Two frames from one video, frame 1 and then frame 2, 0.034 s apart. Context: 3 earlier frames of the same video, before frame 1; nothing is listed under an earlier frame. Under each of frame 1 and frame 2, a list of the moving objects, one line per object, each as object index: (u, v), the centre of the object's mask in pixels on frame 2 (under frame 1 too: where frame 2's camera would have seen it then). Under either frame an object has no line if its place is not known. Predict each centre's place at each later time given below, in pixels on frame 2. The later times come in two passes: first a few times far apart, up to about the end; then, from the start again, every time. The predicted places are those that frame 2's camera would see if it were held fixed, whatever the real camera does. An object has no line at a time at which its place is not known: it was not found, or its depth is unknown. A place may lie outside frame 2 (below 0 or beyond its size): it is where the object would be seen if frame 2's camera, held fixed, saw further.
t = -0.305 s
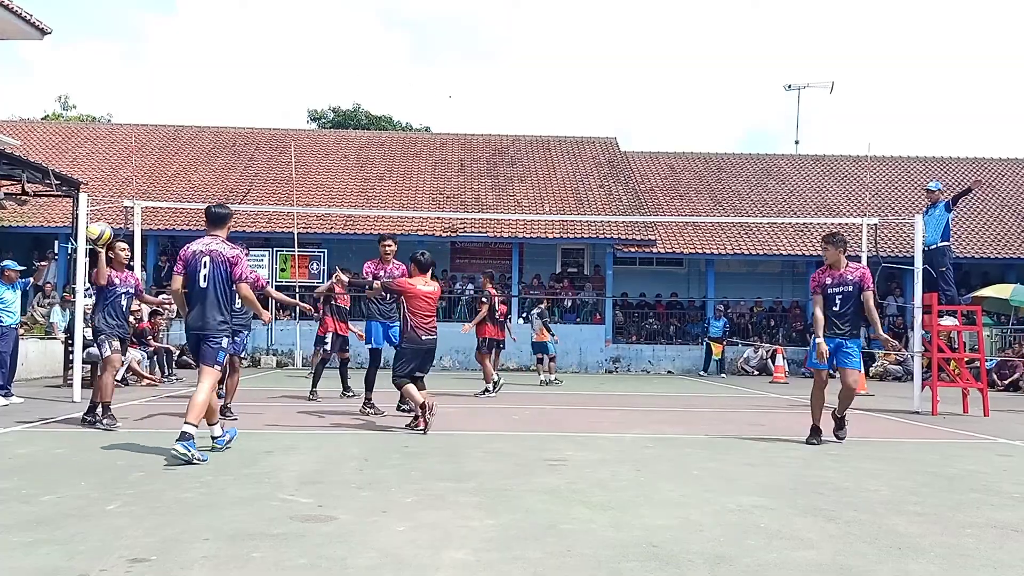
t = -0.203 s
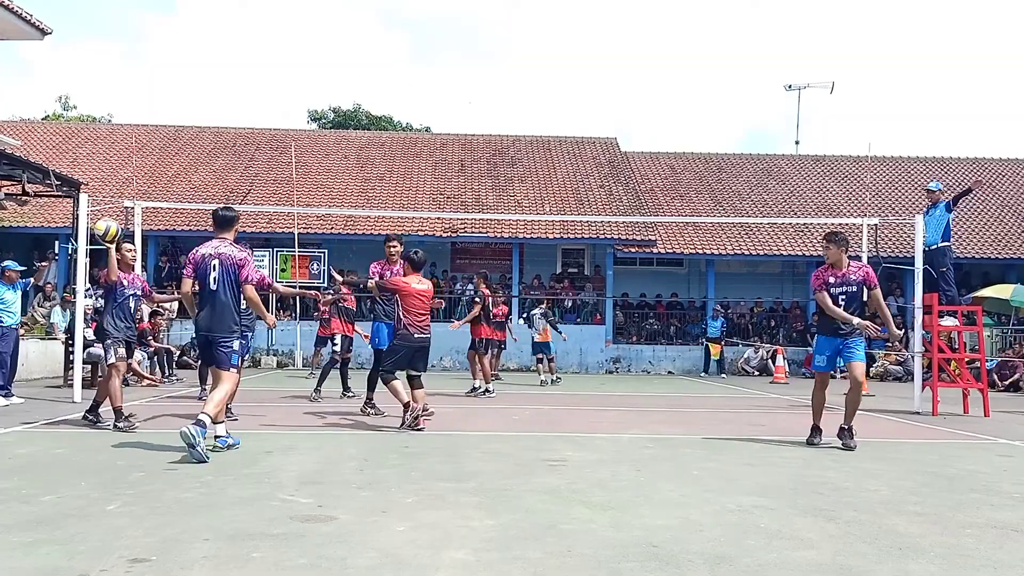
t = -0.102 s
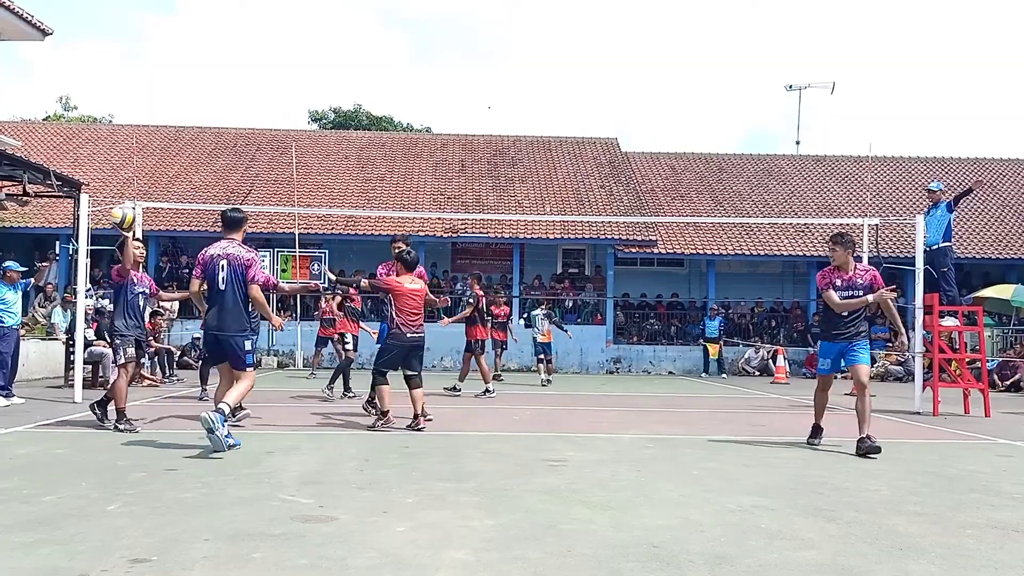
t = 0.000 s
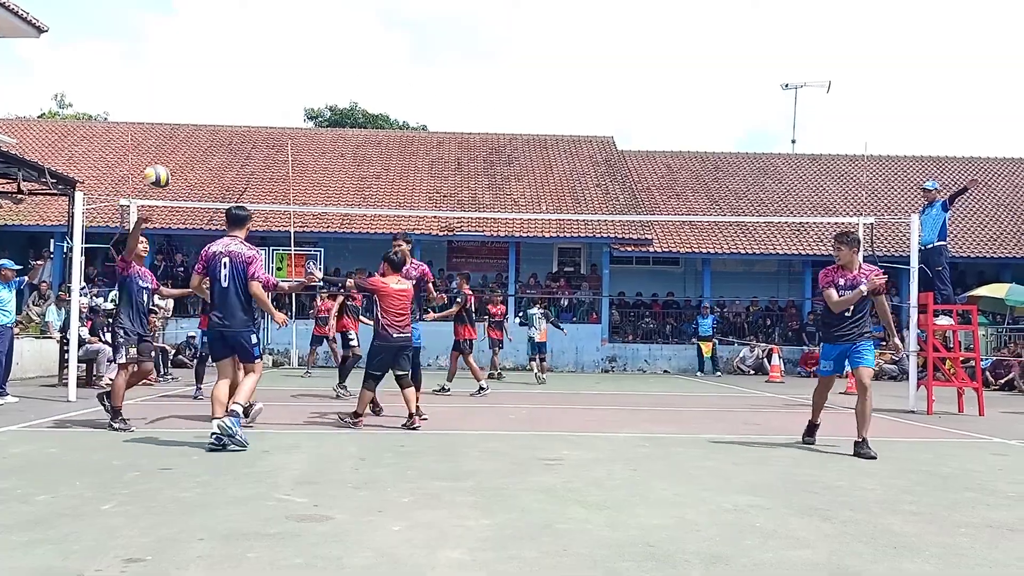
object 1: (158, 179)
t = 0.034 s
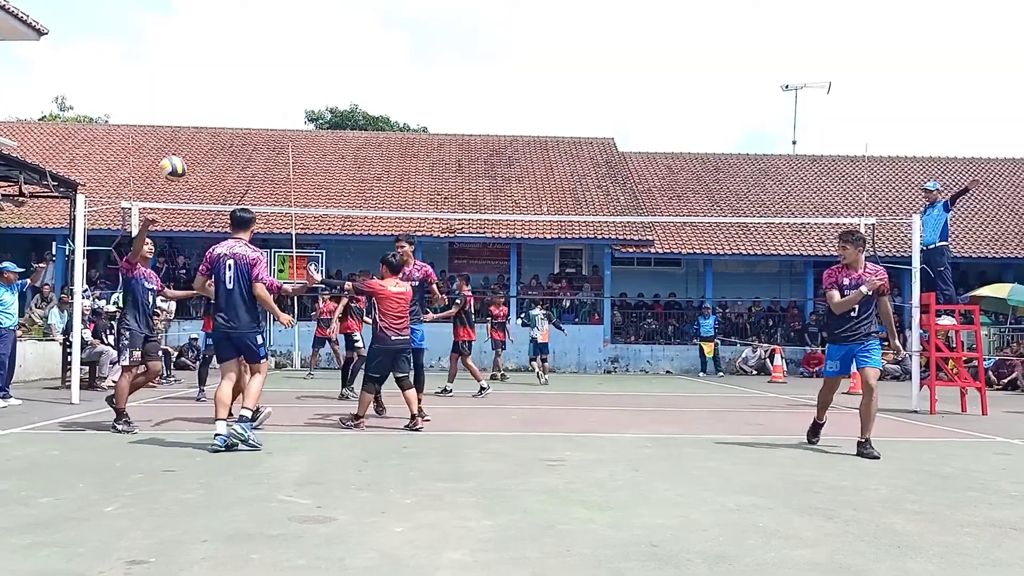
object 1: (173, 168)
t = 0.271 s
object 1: (284, 125)
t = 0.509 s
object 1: (414, 153)
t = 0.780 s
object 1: (591, 304)
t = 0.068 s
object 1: (187, 158)
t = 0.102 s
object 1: (203, 150)
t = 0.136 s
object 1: (219, 142)
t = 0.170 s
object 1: (234, 137)
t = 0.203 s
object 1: (251, 131)
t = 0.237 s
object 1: (267, 127)
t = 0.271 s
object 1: (284, 125)
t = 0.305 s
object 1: (302, 124)
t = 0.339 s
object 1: (319, 125)
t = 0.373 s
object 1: (338, 128)
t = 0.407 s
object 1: (357, 131)
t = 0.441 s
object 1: (375, 137)
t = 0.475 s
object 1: (395, 144)
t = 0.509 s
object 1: (414, 153)
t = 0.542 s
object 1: (434, 164)
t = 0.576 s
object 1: (455, 178)
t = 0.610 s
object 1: (476, 192)
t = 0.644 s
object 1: (497, 209)
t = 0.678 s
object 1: (519, 230)
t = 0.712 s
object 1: (542, 251)
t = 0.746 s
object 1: (567, 276)
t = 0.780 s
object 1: (591, 304)
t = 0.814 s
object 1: (617, 335)
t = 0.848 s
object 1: (645, 370)
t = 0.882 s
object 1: (673, 408)
